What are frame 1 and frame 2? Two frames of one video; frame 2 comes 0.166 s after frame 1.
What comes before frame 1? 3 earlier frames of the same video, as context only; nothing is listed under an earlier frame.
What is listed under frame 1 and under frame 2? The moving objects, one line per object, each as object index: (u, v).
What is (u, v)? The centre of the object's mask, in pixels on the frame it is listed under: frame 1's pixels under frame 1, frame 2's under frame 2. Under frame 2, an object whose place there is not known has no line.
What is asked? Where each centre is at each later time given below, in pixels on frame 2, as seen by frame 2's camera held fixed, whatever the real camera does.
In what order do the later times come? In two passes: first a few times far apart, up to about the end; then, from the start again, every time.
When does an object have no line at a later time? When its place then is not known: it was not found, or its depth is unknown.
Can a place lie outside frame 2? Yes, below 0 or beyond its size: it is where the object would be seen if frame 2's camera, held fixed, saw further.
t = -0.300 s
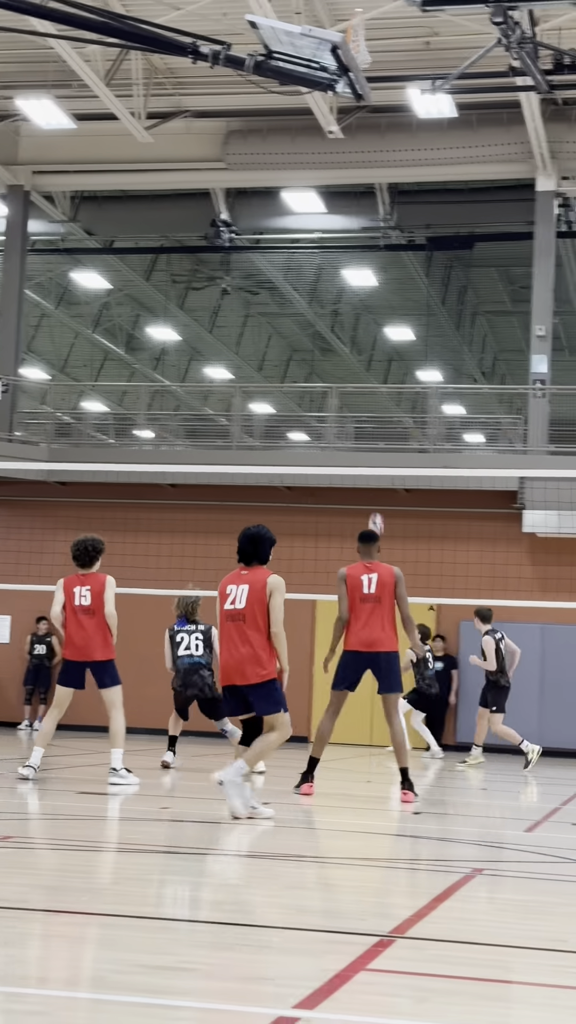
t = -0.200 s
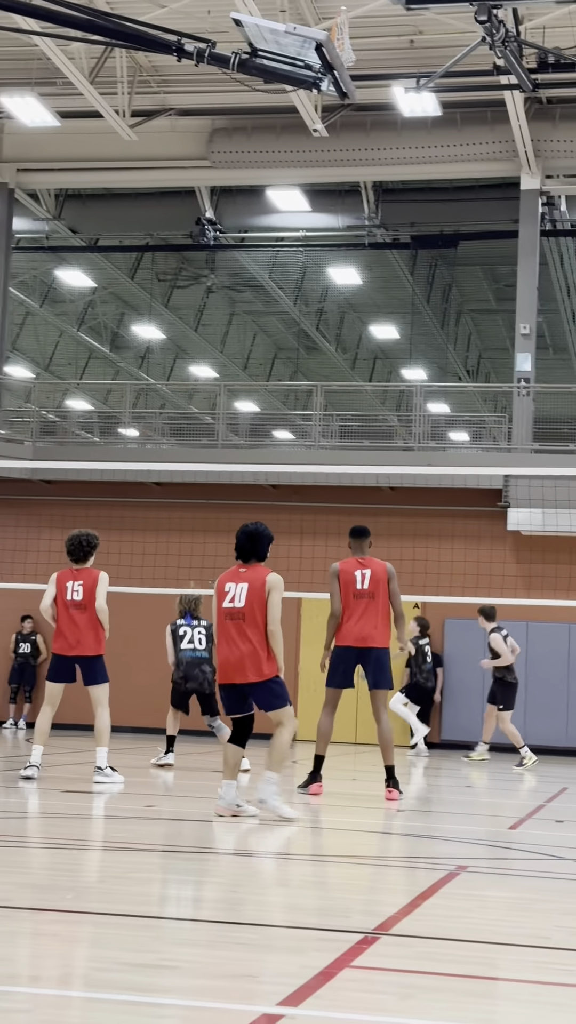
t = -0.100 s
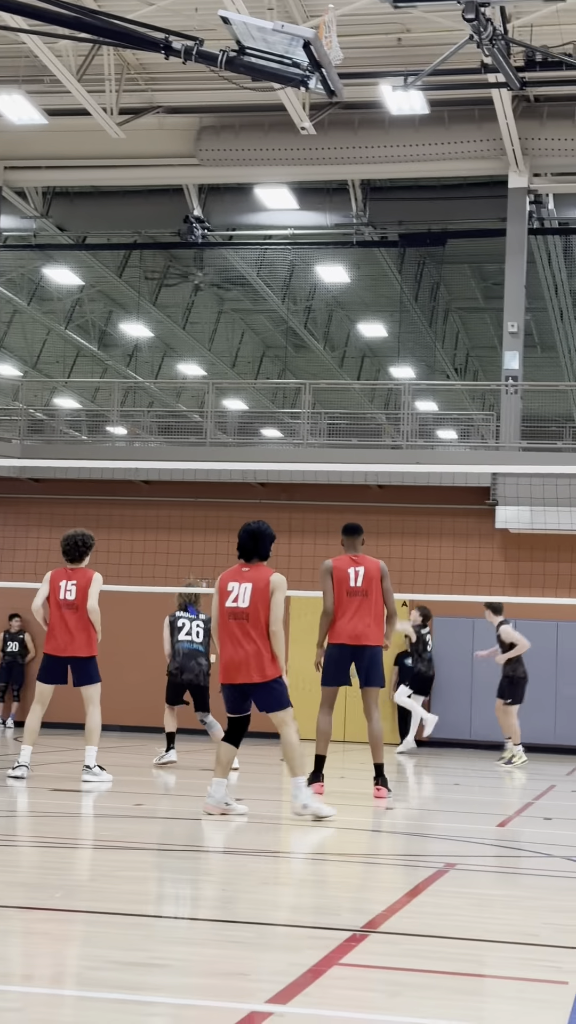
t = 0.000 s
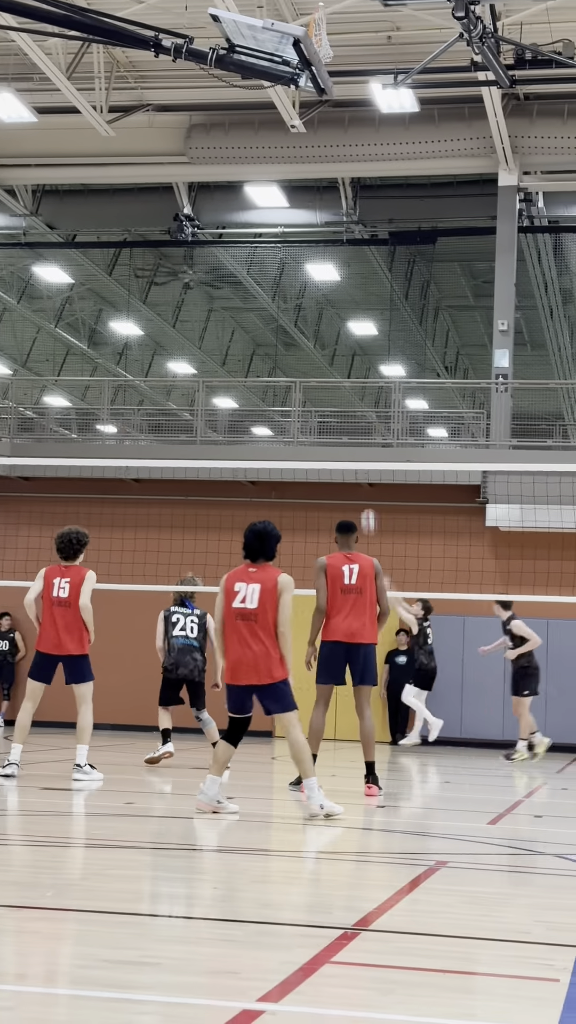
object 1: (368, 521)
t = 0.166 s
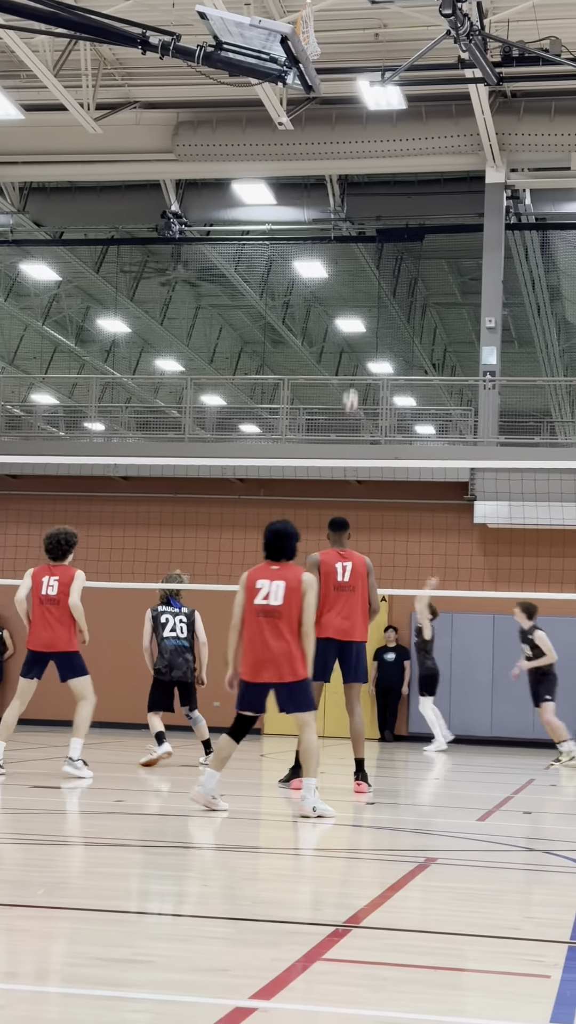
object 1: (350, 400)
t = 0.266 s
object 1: (345, 340)
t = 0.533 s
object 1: (331, 209)
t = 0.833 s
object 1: (309, 129)
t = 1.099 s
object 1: (288, 127)
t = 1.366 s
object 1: (262, 199)
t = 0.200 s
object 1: (349, 380)
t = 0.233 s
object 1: (347, 359)
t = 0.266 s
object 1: (345, 340)
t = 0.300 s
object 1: (342, 318)
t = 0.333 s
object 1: (341, 302)
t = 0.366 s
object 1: (340, 284)
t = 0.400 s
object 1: (338, 267)
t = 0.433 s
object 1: (336, 251)
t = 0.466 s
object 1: (335, 237)
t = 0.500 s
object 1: (333, 222)
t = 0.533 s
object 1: (331, 209)
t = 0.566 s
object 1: (330, 196)
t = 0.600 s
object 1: (327, 185)
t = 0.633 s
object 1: (324, 173)
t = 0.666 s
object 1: (322, 162)
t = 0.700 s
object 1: (320, 154)
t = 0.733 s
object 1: (316, 145)
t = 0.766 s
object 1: (314, 139)
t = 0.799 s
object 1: (312, 134)
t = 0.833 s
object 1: (309, 129)
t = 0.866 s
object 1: (307, 125)
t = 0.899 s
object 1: (305, 122)
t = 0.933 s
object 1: (302, 121)
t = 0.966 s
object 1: (299, 119)
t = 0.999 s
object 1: (296, 120)
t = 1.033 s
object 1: (294, 121)
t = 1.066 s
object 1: (291, 124)
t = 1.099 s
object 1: (288, 127)
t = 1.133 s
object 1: (284, 131)
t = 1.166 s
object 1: (280, 136)
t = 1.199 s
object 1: (276, 143)
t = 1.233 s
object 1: (274, 151)
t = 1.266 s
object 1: (271, 160)
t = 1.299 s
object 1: (268, 172)
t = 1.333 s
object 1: (266, 183)
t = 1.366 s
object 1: (262, 199)
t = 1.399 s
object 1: (258, 215)
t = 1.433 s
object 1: (254, 230)
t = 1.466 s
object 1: (251, 246)
